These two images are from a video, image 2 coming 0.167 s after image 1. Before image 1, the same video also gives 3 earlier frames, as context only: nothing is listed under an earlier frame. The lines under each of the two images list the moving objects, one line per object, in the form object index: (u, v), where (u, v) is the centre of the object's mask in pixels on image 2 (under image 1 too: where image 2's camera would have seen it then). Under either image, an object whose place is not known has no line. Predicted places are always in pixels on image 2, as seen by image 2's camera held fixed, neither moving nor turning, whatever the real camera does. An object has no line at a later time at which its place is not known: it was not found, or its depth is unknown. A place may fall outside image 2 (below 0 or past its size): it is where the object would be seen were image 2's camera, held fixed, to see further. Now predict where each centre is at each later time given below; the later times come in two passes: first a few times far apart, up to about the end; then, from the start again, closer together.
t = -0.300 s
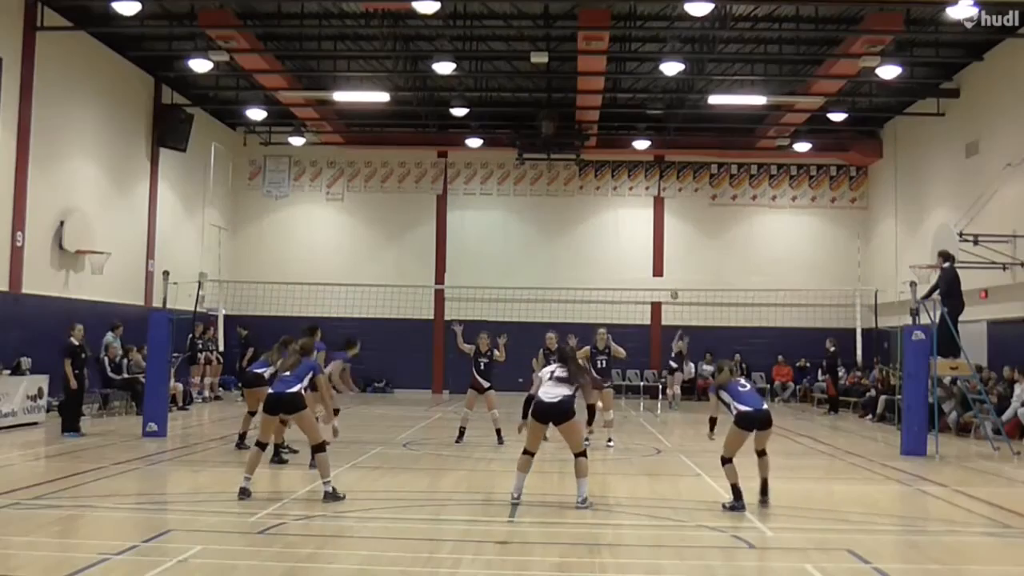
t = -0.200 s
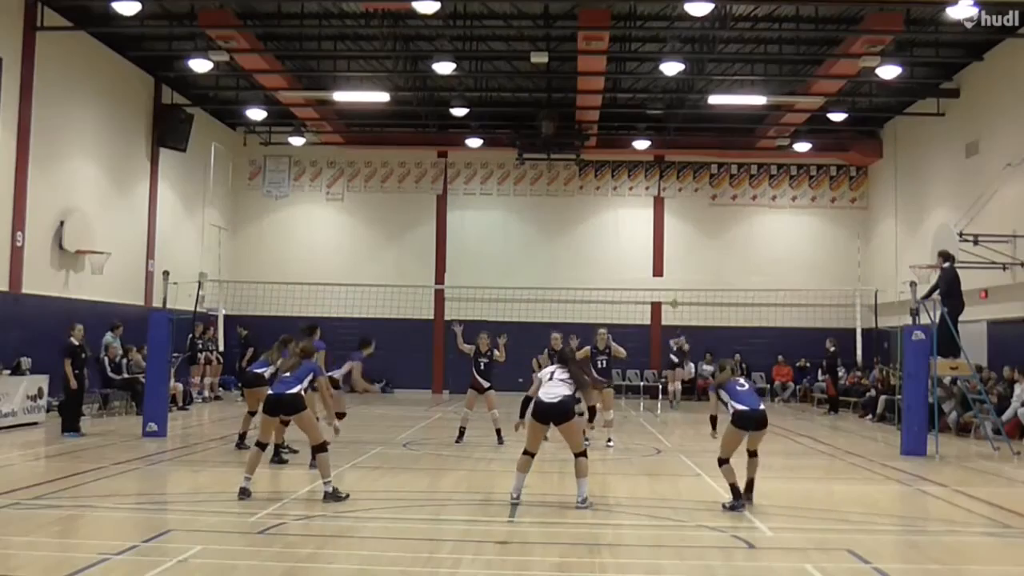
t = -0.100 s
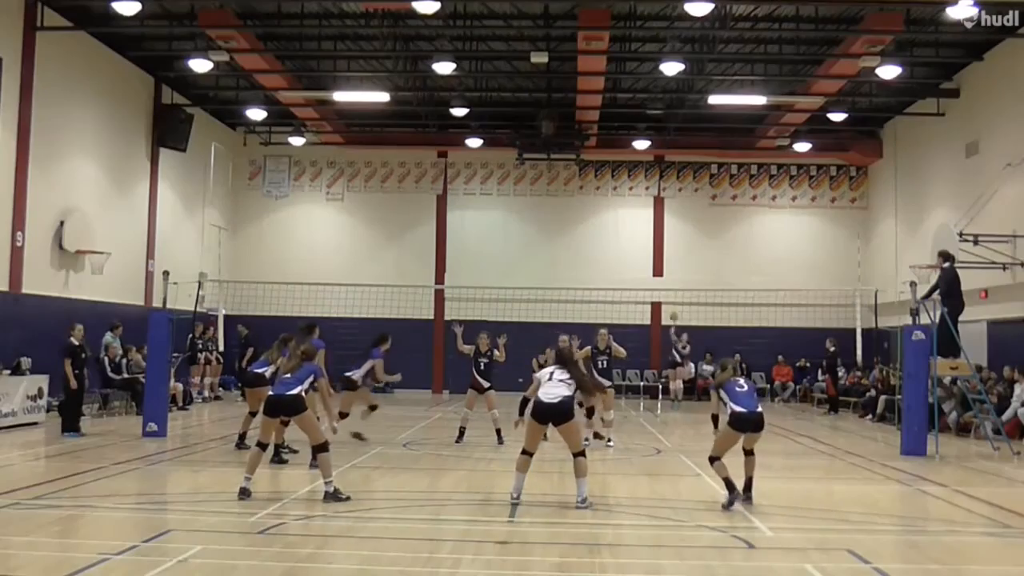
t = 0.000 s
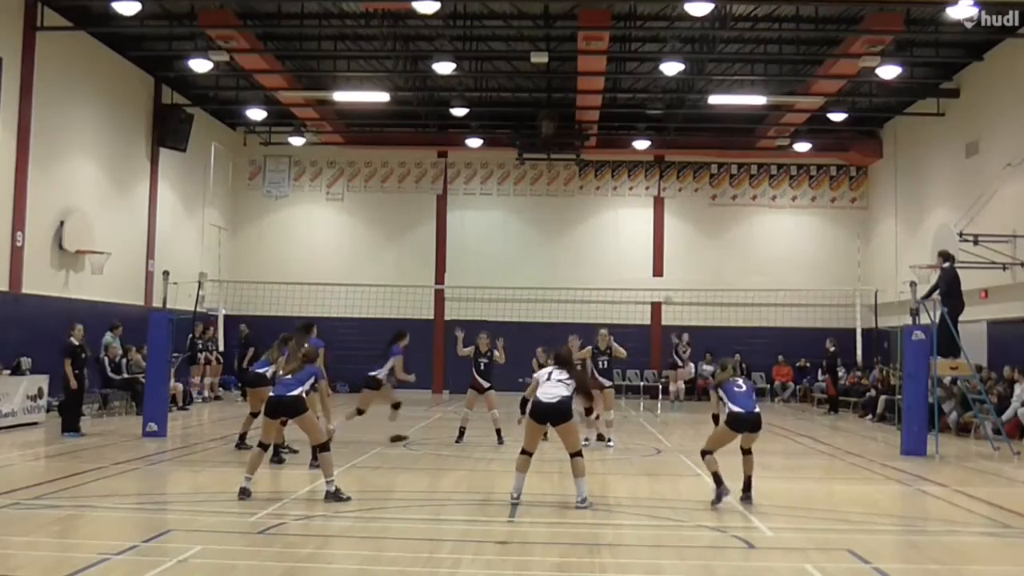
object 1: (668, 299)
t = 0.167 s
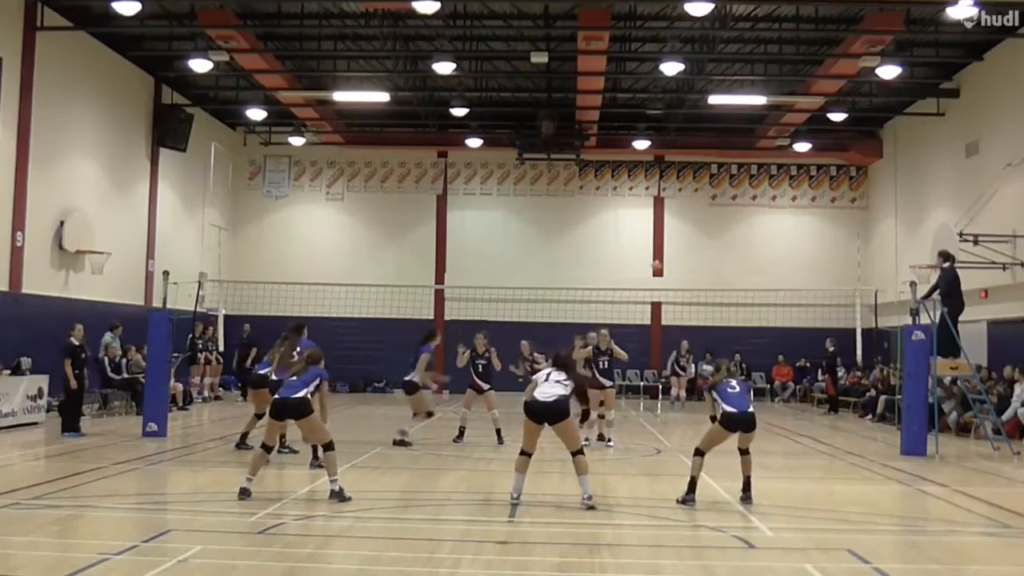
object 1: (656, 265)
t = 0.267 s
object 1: (647, 248)
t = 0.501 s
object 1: (628, 220)
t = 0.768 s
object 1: (600, 221)
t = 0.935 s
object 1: (580, 258)
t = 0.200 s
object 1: (653, 259)
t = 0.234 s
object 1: (650, 254)
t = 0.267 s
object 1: (647, 248)
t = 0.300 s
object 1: (644, 243)
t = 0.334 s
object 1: (641, 238)
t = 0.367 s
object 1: (638, 234)
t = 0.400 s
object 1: (636, 230)
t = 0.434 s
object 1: (633, 226)
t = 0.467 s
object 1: (631, 223)
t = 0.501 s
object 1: (628, 220)
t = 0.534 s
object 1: (626, 217)
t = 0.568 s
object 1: (623, 215)
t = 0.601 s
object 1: (620, 213)
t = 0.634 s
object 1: (618, 212)
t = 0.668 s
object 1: (614, 212)
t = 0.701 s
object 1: (611, 212)
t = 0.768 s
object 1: (600, 221)
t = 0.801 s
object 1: (596, 225)
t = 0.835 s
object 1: (592, 232)
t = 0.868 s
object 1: (588, 239)
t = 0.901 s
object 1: (584, 248)
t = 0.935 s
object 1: (580, 258)
